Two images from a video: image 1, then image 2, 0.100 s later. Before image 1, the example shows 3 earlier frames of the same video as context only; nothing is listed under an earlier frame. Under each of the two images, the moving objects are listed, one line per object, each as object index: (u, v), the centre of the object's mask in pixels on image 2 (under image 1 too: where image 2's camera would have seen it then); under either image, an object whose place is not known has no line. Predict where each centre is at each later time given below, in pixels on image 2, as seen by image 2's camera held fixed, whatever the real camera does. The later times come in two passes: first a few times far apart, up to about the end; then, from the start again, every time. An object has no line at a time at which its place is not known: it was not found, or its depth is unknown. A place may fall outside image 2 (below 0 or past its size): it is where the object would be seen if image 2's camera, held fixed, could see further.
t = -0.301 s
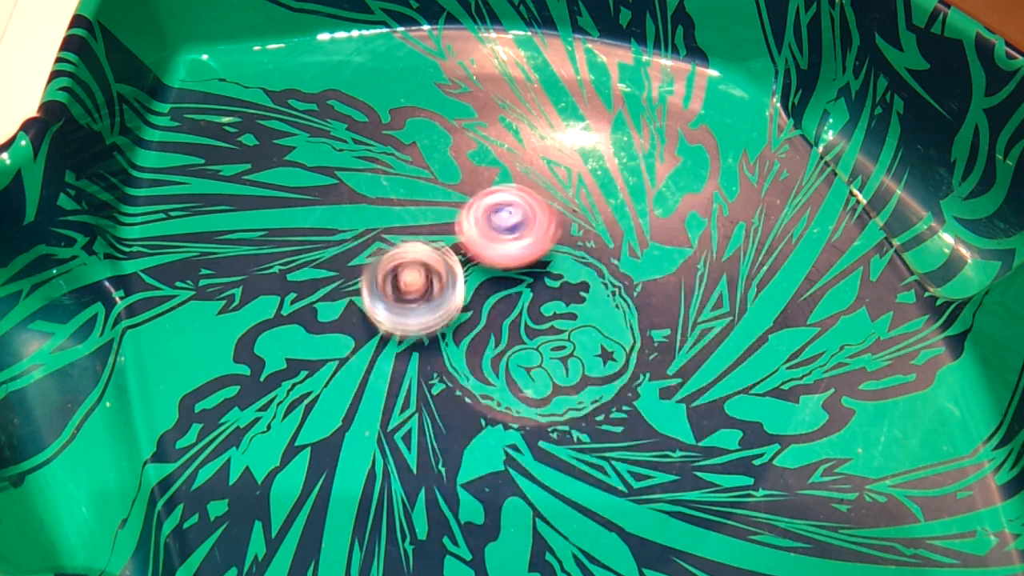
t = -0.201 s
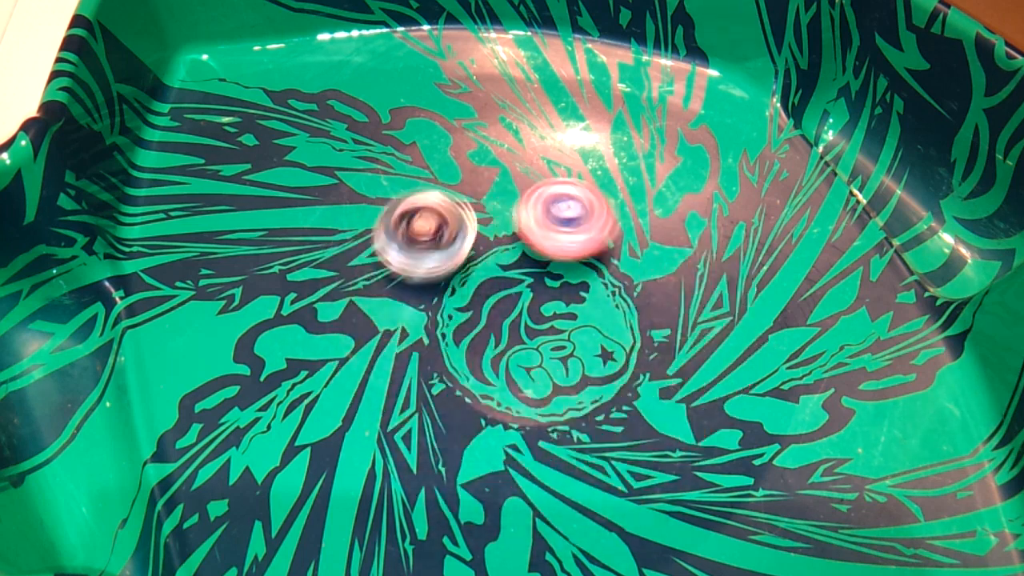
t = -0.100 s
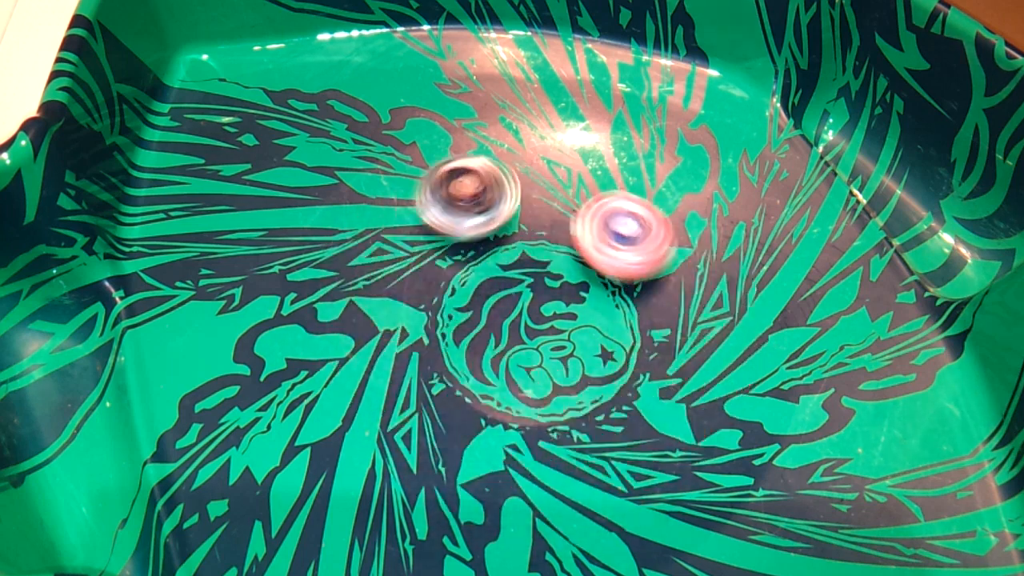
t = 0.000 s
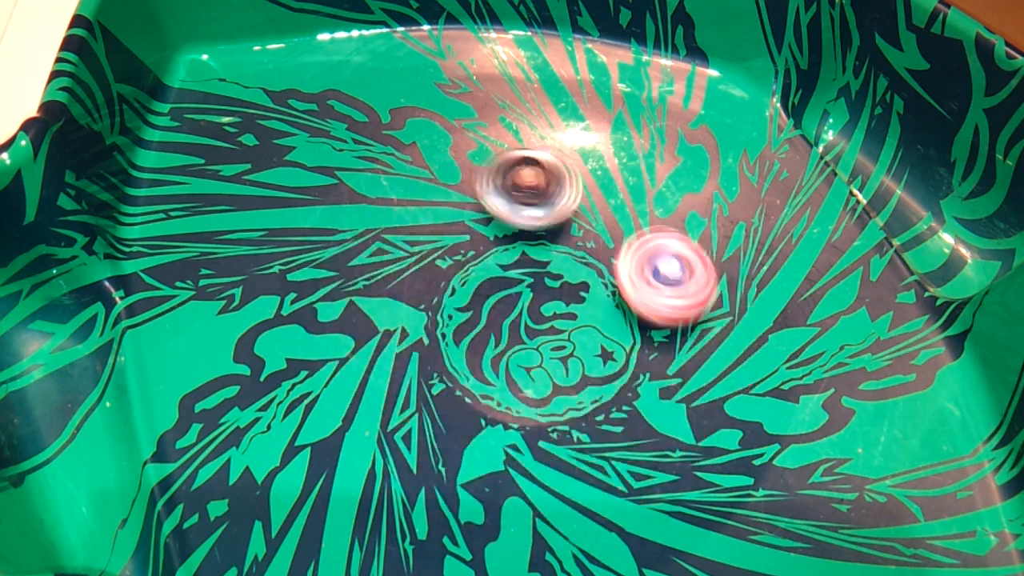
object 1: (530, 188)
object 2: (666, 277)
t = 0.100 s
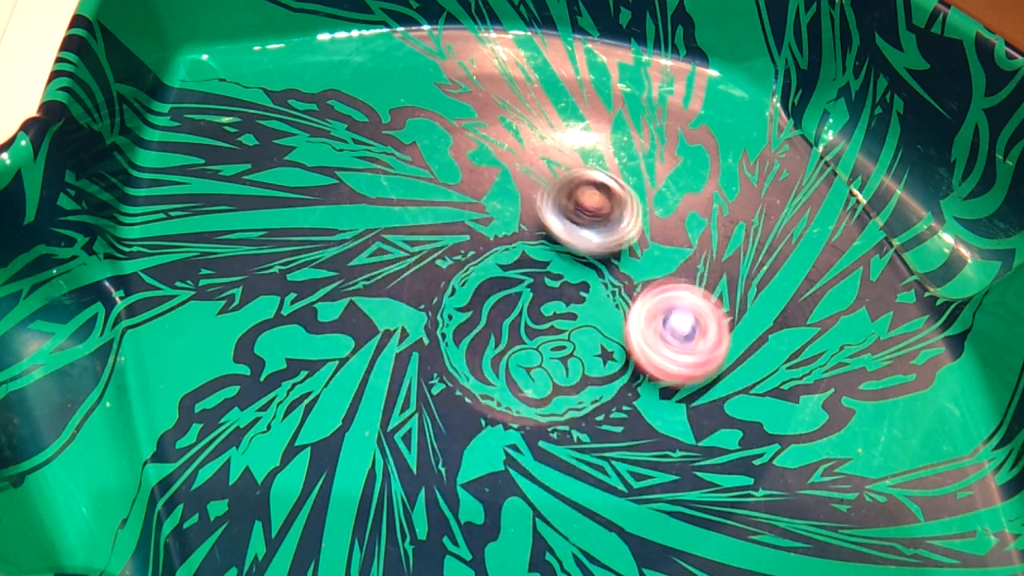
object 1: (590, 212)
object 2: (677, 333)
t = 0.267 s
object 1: (646, 299)
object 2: (614, 410)
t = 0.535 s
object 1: (561, 437)
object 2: (446, 385)
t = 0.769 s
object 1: (406, 406)
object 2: (422, 266)
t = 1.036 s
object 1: (431, 264)
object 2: (559, 227)
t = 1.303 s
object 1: (598, 256)
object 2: (656, 337)
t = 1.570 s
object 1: (688, 387)
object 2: (557, 440)
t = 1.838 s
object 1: (538, 453)
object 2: (433, 351)
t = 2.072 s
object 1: (448, 337)
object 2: (481, 248)
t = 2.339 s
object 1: (509, 218)
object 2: (622, 250)
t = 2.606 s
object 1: (658, 250)
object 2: (642, 376)
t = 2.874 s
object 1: (628, 392)
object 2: (489, 402)
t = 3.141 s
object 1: (449, 391)
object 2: (431, 286)
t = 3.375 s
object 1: (401, 273)
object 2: (529, 233)
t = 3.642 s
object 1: (537, 221)
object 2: (641, 314)
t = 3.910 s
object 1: (648, 331)
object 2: (580, 424)
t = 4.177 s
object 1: (569, 458)
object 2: (448, 366)
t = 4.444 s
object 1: (423, 377)
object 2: (465, 269)
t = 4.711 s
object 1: (478, 308)
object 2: (532, 178)
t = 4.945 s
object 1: (558, 318)
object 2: (626, 172)
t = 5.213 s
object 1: (634, 410)
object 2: (646, 231)
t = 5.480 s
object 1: (518, 461)
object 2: (577, 258)
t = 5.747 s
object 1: (480, 343)
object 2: (451, 242)
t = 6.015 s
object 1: (618, 339)
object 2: (401, 178)
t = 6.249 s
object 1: (674, 390)
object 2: (462, 237)
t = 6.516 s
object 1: (564, 415)
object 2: (510, 302)
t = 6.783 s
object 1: (529, 383)
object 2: (513, 232)
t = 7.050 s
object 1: (600, 331)
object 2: (576, 212)
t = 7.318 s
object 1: (647, 436)
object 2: (582, 203)
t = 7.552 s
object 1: (534, 437)
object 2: (575, 258)
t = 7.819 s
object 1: (508, 324)
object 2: (613, 277)
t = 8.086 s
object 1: (521, 235)
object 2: (650, 246)
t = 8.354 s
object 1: (502, 228)
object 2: (644, 250)
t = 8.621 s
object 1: (470, 266)
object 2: (642, 335)
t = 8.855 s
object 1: (432, 286)
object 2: (630, 348)
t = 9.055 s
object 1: (452, 317)
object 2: (610, 349)
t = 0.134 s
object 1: (608, 225)
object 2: (672, 352)
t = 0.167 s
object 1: (622, 241)
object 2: (662, 370)
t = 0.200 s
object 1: (634, 260)
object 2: (649, 386)
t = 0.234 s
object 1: (641, 279)
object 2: (633, 399)
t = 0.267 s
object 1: (646, 299)
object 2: (614, 410)
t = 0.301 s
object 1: (647, 319)
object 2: (592, 418)
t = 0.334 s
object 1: (644, 339)
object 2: (571, 422)
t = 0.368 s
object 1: (638, 360)
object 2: (547, 424)
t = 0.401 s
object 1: (628, 380)
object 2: (523, 422)
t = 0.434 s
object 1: (616, 397)
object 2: (500, 416)
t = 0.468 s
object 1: (601, 414)
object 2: (480, 408)
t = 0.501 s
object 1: (583, 427)
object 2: (461, 397)
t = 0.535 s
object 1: (561, 437)
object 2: (446, 385)
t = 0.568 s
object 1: (539, 444)
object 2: (431, 370)
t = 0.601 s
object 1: (513, 448)
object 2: (421, 353)
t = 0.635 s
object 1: (489, 447)
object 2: (414, 335)
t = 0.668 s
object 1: (465, 444)
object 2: (410, 317)
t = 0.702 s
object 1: (443, 435)
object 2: (411, 299)
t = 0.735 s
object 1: (423, 422)
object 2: (415, 282)
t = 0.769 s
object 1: (406, 406)
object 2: (422, 266)
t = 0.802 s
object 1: (393, 387)
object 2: (434, 253)
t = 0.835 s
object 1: (385, 368)
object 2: (447, 241)
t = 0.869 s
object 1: (382, 347)
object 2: (463, 232)
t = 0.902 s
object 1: (384, 327)
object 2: (482, 226)
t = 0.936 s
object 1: (390, 308)
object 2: (500, 222)
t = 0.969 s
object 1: (399, 292)
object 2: (520, 221)
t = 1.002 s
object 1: (413, 276)
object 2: (540, 223)
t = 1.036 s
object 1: (431, 264)
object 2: (559, 227)
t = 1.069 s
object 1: (449, 255)
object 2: (578, 235)
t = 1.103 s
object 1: (469, 247)
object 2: (596, 244)
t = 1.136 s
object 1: (491, 244)
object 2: (611, 256)
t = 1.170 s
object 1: (513, 242)
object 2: (627, 270)
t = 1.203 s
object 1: (535, 242)
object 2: (638, 284)
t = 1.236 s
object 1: (556, 245)
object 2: (647, 302)
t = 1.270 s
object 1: (576, 249)
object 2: (653, 319)
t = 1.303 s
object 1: (598, 256)
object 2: (656, 337)
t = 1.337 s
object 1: (618, 266)
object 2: (655, 356)
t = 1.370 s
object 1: (638, 278)
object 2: (651, 374)
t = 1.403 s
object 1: (653, 292)
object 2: (643, 391)
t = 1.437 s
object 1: (668, 307)
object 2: (632, 406)
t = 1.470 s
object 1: (679, 325)
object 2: (618, 419)
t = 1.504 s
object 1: (686, 345)
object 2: (600, 430)
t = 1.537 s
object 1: (690, 365)
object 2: (580, 437)
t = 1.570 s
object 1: (688, 387)
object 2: (557, 440)
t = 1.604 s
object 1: (683, 406)
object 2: (535, 439)
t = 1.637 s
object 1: (672, 423)
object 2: (512, 435)
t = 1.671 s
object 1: (656, 440)
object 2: (491, 426)
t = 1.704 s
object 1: (637, 451)
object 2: (474, 415)
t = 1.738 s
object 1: (614, 459)
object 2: (458, 401)
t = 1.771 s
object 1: (589, 462)
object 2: (446, 386)
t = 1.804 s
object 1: (564, 461)
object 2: (438, 370)
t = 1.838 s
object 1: (538, 453)
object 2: (433, 351)
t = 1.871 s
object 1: (514, 443)
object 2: (431, 333)
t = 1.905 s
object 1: (494, 429)
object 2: (433, 316)
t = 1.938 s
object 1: (478, 413)
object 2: (438, 299)
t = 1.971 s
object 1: (465, 394)
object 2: (446, 283)
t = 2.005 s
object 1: (456, 375)
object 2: (456, 269)
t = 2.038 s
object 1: (450, 355)
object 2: (468, 257)
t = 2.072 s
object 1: (448, 337)
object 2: (481, 248)
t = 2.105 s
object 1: (450, 319)
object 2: (497, 238)
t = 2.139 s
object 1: (452, 302)
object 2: (515, 232)
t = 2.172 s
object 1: (456, 285)
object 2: (532, 229)
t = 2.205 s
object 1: (459, 268)
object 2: (550, 228)
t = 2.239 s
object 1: (466, 253)
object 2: (569, 229)
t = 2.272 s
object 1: (477, 240)
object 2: (586, 233)
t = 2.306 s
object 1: (492, 228)
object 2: (605, 240)
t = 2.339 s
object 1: (509, 218)
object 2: (622, 250)
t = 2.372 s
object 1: (526, 211)
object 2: (636, 262)
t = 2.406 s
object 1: (545, 207)
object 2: (648, 276)
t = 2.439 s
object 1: (566, 206)
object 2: (656, 292)
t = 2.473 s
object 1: (587, 208)
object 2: (661, 309)
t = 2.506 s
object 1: (607, 214)
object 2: (662, 327)
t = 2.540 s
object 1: (626, 223)
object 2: (659, 343)
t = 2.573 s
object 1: (644, 235)
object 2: (652, 360)
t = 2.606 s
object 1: (658, 250)
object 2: (642, 376)
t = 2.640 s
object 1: (668, 267)
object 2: (627, 389)
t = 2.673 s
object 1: (676, 285)
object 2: (611, 400)
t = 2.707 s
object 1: (678, 304)
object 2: (592, 408)
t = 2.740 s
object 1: (676, 325)
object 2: (573, 413)
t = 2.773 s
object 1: (670, 343)
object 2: (551, 415)
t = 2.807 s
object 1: (659, 362)
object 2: (530, 414)
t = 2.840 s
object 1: (645, 378)
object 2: (508, 410)
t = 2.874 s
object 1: (628, 392)
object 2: (489, 402)
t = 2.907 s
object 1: (609, 402)
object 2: (470, 392)
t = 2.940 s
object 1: (586, 411)
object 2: (455, 380)
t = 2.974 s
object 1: (563, 415)
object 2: (443, 367)
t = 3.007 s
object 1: (540, 418)
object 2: (434, 351)
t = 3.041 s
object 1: (515, 415)
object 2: (427, 334)
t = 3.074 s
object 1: (492, 410)
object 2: (424, 317)
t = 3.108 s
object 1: (470, 402)
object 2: (426, 301)
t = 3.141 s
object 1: (449, 391)
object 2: (431, 286)
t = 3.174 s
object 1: (433, 379)
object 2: (438, 271)
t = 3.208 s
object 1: (419, 364)
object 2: (448, 260)
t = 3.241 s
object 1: (407, 346)
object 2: (461, 249)
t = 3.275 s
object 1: (399, 327)
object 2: (477, 241)
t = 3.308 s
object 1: (395, 309)
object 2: (493, 236)
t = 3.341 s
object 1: (396, 292)
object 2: (512, 233)
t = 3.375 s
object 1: (401, 273)
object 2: (529, 233)
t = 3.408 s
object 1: (410, 257)
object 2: (547, 235)
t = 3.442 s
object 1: (422, 244)
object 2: (566, 240)
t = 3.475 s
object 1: (437, 232)
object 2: (582, 247)
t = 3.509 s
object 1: (455, 224)
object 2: (599, 257)
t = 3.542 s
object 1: (474, 218)
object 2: (613, 269)
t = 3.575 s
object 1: (495, 216)
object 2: (626, 283)
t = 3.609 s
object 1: (517, 218)
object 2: (634, 298)
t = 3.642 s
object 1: (537, 221)
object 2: (641, 314)
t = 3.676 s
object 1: (557, 228)
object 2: (645, 330)
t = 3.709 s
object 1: (575, 237)
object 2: (645, 347)
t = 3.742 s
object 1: (593, 248)
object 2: (642, 363)
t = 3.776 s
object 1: (609, 262)
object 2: (636, 380)
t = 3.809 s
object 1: (624, 278)
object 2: (627, 394)
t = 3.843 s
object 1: (634, 294)
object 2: (614, 407)
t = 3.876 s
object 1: (642, 313)
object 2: (598, 417)
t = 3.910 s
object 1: (648, 331)
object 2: (580, 424)
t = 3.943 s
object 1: (651, 350)
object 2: (559, 427)
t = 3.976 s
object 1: (649, 370)
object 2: (538, 427)
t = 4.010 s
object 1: (645, 391)
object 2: (518, 424)
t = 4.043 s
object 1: (637, 408)
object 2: (499, 417)
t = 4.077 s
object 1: (624, 424)
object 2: (482, 407)
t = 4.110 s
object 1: (609, 438)
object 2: (467, 394)
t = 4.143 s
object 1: (590, 450)
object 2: (456, 381)
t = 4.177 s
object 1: (569, 458)
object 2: (448, 366)
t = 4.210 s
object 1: (546, 461)
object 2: (443, 348)
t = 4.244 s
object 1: (521, 459)
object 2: (442, 332)
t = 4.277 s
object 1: (498, 453)
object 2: (443, 318)
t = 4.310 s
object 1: (477, 444)
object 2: (446, 307)
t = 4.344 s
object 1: (459, 433)
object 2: (449, 295)
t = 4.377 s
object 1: (443, 416)
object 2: (455, 285)
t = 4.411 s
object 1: (431, 398)
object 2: (460, 277)
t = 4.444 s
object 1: (423, 377)
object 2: (465, 269)
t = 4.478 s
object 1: (421, 357)
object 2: (470, 263)
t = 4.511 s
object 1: (423, 338)
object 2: (474, 256)
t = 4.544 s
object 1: (427, 324)
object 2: (481, 248)
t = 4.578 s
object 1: (433, 319)
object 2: (489, 227)
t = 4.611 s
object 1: (442, 313)
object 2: (498, 209)
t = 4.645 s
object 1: (452, 310)
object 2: (509, 196)
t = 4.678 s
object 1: (465, 308)
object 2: (520, 185)
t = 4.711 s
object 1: (478, 308)
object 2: (532, 178)
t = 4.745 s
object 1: (491, 309)
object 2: (543, 171)
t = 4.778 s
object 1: (504, 311)
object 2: (556, 166)
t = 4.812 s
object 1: (515, 312)
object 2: (570, 161)
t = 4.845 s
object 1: (526, 312)
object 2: (583, 160)
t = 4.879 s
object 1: (536, 314)
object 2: (598, 160)
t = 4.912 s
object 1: (547, 316)
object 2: (614, 164)
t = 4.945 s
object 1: (558, 318)
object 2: (626, 172)
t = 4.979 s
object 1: (570, 320)
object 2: (637, 183)
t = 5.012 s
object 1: (582, 323)
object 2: (645, 198)
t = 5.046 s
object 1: (594, 326)
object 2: (648, 214)
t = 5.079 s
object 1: (606, 330)
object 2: (649, 231)
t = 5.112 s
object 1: (616, 335)
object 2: (648, 248)
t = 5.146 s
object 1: (625, 357)
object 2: (648, 244)
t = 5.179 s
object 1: (631, 387)
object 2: (648, 235)
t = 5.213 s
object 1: (634, 410)
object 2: (646, 231)
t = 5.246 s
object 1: (631, 430)
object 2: (643, 232)
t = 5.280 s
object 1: (624, 448)
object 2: (640, 235)
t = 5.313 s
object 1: (613, 459)
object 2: (634, 238)
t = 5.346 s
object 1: (599, 467)
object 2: (627, 243)
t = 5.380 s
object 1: (581, 472)
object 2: (617, 247)
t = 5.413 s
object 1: (561, 473)
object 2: (605, 252)
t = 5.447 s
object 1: (540, 470)
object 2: (590, 256)
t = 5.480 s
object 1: (518, 461)
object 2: (577, 258)
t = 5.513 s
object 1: (500, 450)
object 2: (561, 258)
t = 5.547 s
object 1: (485, 435)
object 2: (548, 257)
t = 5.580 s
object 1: (474, 418)
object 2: (530, 256)
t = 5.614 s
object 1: (467, 399)
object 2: (517, 255)
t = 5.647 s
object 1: (464, 382)
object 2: (500, 254)
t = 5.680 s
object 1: (464, 364)
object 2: (486, 254)
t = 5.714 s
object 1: (467, 348)
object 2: (469, 252)
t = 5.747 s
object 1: (480, 343)
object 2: (451, 242)
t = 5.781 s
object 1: (498, 345)
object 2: (434, 226)
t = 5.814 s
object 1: (516, 345)
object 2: (419, 213)
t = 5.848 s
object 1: (533, 344)
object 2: (411, 203)
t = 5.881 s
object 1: (549, 342)
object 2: (406, 196)
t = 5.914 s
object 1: (565, 341)
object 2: (402, 190)
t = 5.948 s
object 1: (583, 340)
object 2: (400, 185)
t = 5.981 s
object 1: (601, 339)
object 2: (399, 181)
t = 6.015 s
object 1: (618, 339)
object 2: (401, 178)
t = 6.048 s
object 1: (636, 339)
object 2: (407, 177)
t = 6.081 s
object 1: (650, 341)
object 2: (415, 180)
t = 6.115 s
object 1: (661, 346)
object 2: (425, 188)
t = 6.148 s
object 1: (669, 354)
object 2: (436, 198)
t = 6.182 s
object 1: (674, 363)
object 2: (445, 210)
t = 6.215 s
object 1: (676, 376)
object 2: (452, 223)
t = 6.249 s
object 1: (674, 390)
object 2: (462, 237)
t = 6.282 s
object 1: (668, 402)
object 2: (470, 250)
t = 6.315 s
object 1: (656, 413)
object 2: (477, 261)
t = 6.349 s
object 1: (640, 420)
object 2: (482, 273)
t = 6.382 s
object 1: (622, 424)
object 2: (489, 283)
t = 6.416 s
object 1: (602, 422)
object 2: (496, 292)
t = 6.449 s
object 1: (583, 417)
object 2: (503, 301)
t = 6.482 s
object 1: (566, 408)
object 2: (512, 311)
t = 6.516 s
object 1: (564, 415)
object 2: (510, 302)
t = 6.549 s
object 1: (564, 422)
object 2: (503, 288)
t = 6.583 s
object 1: (563, 426)
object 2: (497, 275)
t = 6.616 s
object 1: (558, 426)
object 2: (495, 266)
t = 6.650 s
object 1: (551, 421)
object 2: (495, 258)
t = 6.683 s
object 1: (542, 414)
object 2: (498, 251)
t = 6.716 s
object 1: (534, 403)
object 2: (502, 245)
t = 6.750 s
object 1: (529, 393)
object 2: (507, 237)
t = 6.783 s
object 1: (529, 383)
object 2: (513, 232)
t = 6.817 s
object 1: (532, 373)
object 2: (521, 227)
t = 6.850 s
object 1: (538, 362)
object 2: (530, 223)
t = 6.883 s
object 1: (545, 351)
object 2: (539, 220)
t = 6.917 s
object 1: (553, 341)
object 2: (548, 218)
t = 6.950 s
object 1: (561, 331)
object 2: (559, 218)
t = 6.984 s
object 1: (569, 321)
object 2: (568, 221)
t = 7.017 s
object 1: (581, 316)
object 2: (577, 225)
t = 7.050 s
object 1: (600, 331)
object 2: (576, 212)
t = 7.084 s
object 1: (619, 345)
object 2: (575, 199)
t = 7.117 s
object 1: (636, 357)
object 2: (576, 192)
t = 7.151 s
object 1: (647, 368)
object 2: (577, 188)
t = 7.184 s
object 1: (654, 380)
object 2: (579, 187)
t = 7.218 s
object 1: (656, 394)
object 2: (581, 188)
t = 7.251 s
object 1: (657, 408)
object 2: (582, 191)
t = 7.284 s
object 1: (653, 422)
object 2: (583, 196)
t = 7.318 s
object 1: (647, 436)
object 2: (582, 203)
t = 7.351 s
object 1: (635, 446)
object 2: (580, 210)
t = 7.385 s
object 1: (621, 454)
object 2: (578, 220)
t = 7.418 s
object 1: (604, 459)
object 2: (576, 229)
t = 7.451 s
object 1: (586, 459)
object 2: (575, 239)
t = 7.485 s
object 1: (567, 455)
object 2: (574, 247)
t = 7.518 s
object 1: (550, 448)
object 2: (573, 254)
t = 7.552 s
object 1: (534, 437)
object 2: (575, 258)
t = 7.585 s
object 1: (522, 426)
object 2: (577, 263)
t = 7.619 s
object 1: (511, 411)
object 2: (580, 267)
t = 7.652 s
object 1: (504, 395)
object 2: (584, 271)
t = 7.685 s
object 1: (500, 381)
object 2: (589, 273)
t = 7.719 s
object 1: (500, 367)
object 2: (595, 276)
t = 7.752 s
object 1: (502, 354)
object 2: (602, 278)
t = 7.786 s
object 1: (505, 338)
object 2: (608, 278)
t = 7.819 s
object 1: (508, 324)
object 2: (613, 277)
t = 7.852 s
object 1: (512, 312)
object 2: (618, 275)
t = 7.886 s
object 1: (515, 299)
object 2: (622, 275)
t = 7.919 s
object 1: (518, 286)
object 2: (626, 273)
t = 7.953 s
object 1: (522, 274)
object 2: (628, 271)
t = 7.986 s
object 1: (526, 262)
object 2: (630, 268)
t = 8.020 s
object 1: (531, 250)
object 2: (632, 264)
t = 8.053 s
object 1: (533, 240)
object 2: (633, 258)
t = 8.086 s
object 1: (521, 235)
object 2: (650, 246)
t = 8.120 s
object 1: (508, 232)
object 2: (664, 235)
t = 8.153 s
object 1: (498, 230)
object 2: (673, 229)
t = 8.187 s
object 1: (491, 229)
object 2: (676, 227)
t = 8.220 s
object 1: (488, 229)
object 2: (675, 228)
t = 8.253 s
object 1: (488, 228)
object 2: (671, 232)
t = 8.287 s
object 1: (491, 228)
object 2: (664, 237)
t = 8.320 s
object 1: (495, 227)
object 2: (656, 243)
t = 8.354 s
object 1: (502, 228)
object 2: (644, 250)
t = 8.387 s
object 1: (510, 230)
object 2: (632, 257)
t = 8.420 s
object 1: (517, 235)
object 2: (620, 264)
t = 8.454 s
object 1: (520, 240)
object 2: (614, 272)
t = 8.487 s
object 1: (509, 243)
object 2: (625, 286)
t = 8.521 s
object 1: (500, 247)
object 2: (631, 300)
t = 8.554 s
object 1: (491, 253)
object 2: (637, 315)
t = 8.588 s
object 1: (481, 259)
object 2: (639, 325)
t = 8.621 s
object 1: (470, 266)
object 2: (642, 335)
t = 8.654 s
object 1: (458, 272)
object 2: (644, 343)
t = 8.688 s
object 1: (448, 276)
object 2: (642, 349)
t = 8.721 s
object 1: (439, 282)
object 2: (642, 352)
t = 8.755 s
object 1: (433, 285)
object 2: (640, 353)
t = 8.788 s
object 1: (430, 286)
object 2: (638, 352)
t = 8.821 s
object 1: (429, 286)
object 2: (635, 350)
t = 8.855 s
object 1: (432, 286)
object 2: (630, 348)
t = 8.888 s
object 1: (436, 288)
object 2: (625, 347)
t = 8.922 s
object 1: (442, 290)
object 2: (619, 347)
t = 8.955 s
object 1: (446, 294)
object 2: (615, 347)
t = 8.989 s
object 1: (449, 299)
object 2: (613, 348)
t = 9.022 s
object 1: (451, 307)
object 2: (612, 349)
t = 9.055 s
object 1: (452, 317)
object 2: (610, 349)
